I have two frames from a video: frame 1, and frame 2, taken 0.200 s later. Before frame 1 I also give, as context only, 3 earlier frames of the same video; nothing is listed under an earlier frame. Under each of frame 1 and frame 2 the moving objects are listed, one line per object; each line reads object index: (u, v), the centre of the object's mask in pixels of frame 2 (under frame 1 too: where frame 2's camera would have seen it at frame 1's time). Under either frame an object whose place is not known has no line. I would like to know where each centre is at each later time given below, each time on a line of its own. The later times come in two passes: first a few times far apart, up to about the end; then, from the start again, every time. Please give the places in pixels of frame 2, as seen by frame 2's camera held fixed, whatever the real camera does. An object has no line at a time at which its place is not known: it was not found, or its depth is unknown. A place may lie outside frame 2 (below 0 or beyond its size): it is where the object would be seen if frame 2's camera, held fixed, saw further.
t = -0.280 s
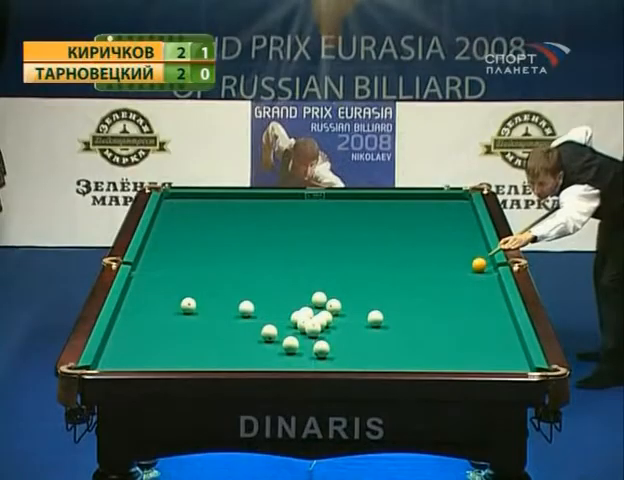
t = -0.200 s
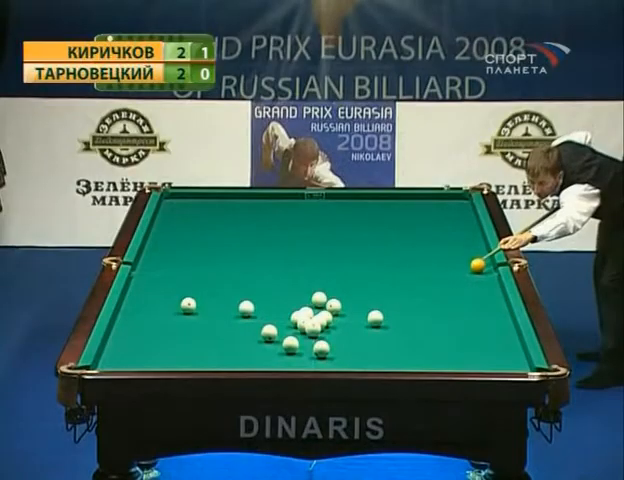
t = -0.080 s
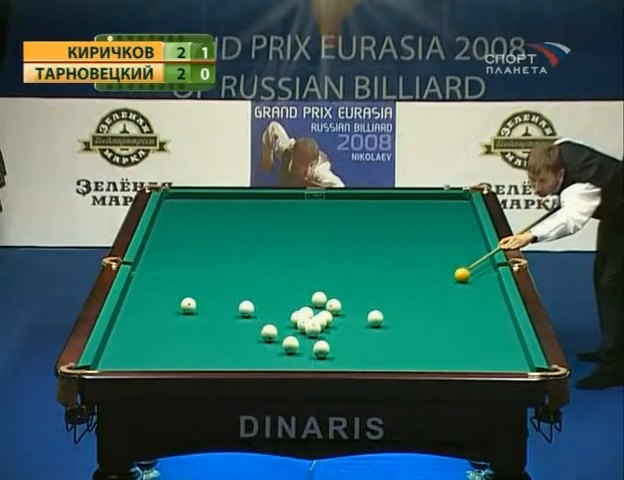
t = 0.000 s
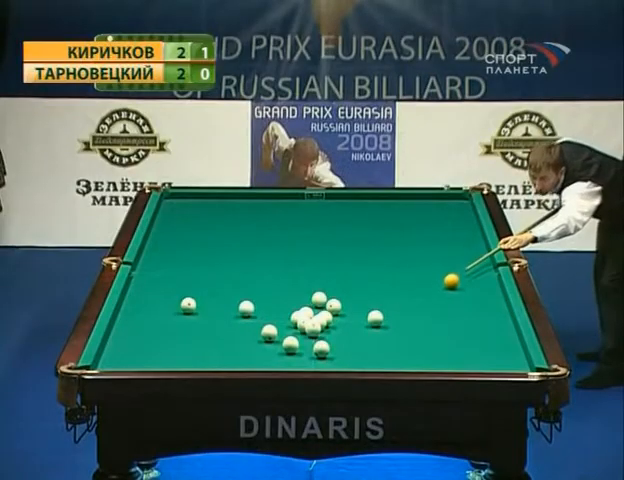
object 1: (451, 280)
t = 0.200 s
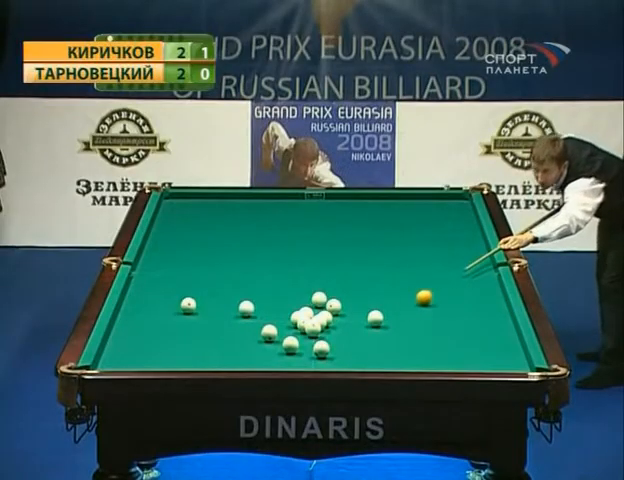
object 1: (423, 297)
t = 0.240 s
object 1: (418, 300)
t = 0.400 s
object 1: (395, 314)
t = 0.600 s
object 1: (395, 330)
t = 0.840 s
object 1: (398, 351)
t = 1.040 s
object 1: (400, 364)
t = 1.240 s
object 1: (402, 356)
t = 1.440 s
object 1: (403, 347)
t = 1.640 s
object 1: (404, 338)
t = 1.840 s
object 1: (405, 329)
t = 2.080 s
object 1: (406, 320)
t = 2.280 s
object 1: (407, 313)
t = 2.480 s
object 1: (408, 305)
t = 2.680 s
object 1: (409, 298)
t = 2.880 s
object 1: (410, 292)
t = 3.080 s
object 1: (411, 285)
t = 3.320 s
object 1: (412, 279)
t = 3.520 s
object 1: (413, 273)
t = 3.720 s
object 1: (414, 267)
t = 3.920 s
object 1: (415, 262)
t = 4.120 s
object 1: (416, 257)
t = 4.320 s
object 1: (417, 253)
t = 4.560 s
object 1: (417, 247)
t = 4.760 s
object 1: (418, 243)
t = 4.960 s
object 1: (419, 239)
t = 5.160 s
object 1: (420, 235)
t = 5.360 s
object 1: (420, 232)
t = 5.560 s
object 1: (421, 228)
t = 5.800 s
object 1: (421, 224)
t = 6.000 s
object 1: (422, 221)
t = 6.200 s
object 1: (422, 217)
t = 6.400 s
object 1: (423, 215)
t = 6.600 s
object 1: (423, 212)
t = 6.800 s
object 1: (423, 209)
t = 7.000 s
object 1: (423, 207)
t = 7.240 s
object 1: (424, 204)
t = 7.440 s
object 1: (424, 202)
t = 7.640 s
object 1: (424, 200)
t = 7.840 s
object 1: (424, 198)
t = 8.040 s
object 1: (425, 196)
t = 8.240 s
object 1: (425, 195)
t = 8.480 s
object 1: (425, 195)
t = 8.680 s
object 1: (426, 196)
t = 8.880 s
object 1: (426, 197)
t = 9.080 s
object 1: (426, 197)
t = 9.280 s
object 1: (427, 198)
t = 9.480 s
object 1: (427, 198)
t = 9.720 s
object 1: (428, 199)
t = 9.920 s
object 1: (428, 199)
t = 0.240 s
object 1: (418, 300)
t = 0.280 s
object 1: (412, 304)
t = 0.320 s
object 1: (406, 307)
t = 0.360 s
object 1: (400, 311)
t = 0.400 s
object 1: (395, 314)
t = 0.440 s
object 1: (390, 318)
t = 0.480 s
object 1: (392, 321)
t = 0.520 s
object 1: (394, 324)
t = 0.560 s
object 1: (395, 327)
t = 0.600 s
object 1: (395, 330)
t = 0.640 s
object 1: (396, 334)
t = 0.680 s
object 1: (396, 337)
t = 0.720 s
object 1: (397, 341)
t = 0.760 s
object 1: (397, 344)
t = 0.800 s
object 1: (398, 348)
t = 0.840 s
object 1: (398, 351)
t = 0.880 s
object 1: (399, 354)
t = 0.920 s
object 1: (399, 358)
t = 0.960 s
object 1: (400, 360)
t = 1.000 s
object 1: (400, 362)
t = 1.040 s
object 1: (400, 364)
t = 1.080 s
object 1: (401, 362)
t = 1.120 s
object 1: (401, 361)
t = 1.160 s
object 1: (401, 360)
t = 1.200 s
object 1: (402, 358)
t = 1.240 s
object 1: (402, 356)
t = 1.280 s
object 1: (402, 354)
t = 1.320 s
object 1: (402, 352)
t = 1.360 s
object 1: (402, 350)
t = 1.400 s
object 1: (403, 349)
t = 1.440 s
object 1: (403, 347)
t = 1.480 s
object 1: (403, 345)
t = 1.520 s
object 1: (403, 343)
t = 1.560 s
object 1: (404, 341)
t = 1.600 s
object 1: (404, 340)
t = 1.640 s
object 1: (404, 338)
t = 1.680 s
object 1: (404, 336)
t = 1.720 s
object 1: (404, 335)
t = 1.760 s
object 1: (405, 333)
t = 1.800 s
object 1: (405, 331)
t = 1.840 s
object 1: (405, 329)
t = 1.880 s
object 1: (405, 328)
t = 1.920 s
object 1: (405, 326)
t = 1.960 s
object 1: (406, 325)
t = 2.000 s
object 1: (406, 323)
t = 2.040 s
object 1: (406, 322)
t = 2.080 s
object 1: (406, 320)
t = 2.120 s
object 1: (406, 318)
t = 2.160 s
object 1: (407, 317)
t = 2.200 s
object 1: (407, 315)
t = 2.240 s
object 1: (407, 314)
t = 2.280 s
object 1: (407, 313)
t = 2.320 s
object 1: (407, 311)
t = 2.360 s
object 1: (407, 310)
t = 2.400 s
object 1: (408, 308)
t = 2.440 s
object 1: (408, 307)
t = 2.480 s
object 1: (408, 305)
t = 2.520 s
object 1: (408, 304)
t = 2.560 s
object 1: (408, 302)
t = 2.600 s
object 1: (408, 301)
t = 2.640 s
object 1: (409, 299)
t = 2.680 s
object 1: (409, 298)
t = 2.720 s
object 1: (409, 297)
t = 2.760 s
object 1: (409, 296)
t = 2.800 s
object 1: (410, 294)
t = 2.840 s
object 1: (410, 293)
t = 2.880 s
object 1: (410, 292)
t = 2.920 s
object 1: (410, 291)
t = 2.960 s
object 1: (410, 289)
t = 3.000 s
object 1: (410, 288)
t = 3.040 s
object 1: (411, 287)
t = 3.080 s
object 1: (411, 285)
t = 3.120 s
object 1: (411, 284)
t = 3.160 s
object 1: (411, 283)
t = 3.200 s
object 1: (411, 282)
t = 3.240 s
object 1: (412, 281)
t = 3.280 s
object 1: (412, 280)
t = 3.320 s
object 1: (412, 279)
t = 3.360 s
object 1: (412, 277)
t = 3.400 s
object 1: (413, 276)
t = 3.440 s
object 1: (413, 275)
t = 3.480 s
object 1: (413, 274)
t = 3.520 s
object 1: (413, 273)
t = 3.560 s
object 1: (413, 272)
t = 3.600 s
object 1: (414, 271)
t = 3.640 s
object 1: (414, 269)
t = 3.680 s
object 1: (414, 269)
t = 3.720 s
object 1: (414, 267)
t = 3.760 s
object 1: (414, 266)
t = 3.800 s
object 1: (415, 265)
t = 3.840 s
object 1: (415, 264)
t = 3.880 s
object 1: (415, 263)
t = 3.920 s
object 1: (415, 262)
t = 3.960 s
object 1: (415, 261)
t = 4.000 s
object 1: (415, 261)
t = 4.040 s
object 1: (415, 259)
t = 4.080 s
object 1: (415, 258)
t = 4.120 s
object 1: (416, 257)
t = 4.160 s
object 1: (416, 256)
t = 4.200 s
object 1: (416, 255)
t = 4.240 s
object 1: (416, 255)
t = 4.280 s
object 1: (416, 254)
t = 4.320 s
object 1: (417, 253)
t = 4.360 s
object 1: (417, 252)
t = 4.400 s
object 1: (417, 251)
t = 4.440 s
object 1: (417, 250)
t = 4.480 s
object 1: (417, 249)
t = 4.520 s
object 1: (417, 248)
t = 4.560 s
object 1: (417, 247)
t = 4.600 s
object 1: (418, 246)
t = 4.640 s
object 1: (418, 245)
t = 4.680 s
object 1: (418, 245)
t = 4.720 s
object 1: (418, 244)
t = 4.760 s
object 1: (418, 243)
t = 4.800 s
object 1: (418, 242)
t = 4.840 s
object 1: (418, 242)
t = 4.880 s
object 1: (419, 241)
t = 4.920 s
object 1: (419, 240)
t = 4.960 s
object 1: (419, 239)
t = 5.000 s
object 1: (419, 238)
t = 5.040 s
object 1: (419, 238)
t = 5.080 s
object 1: (419, 237)
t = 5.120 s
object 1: (419, 236)
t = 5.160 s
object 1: (420, 235)
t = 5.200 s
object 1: (420, 234)
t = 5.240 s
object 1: (420, 234)
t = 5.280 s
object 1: (420, 233)
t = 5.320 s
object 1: (420, 232)
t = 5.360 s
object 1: (420, 232)
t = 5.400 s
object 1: (420, 231)
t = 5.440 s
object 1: (421, 230)
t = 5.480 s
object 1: (421, 229)
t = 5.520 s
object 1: (421, 229)
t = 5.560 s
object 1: (421, 228)
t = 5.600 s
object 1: (421, 227)
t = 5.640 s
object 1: (421, 226)
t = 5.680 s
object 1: (421, 226)
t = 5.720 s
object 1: (421, 225)
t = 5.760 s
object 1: (422, 224)
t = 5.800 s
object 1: (421, 224)
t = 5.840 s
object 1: (422, 223)
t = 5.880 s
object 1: (422, 223)
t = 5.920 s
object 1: (422, 222)
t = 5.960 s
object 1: (422, 221)
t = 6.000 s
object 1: (422, 221)
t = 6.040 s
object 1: (422, 220)
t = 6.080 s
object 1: (422, 219)
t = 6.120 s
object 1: (422, 219)
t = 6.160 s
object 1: (422, 218)
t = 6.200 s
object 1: (422, 217)
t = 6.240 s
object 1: (422, 217)
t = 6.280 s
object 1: (422, 216)
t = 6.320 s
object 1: (423, 216)
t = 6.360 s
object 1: (422, 215)
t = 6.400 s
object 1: (423, 215)
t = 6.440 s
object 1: (422, 214)
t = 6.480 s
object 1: (423, 214)
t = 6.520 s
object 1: (423, 213)
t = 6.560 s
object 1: (423, 212)
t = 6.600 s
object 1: (423, 212)
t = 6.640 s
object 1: (423, 211)
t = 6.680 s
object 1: (423, 211)
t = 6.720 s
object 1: (423, 210)
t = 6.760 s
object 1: (423, 210)
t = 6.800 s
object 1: (423, 209)
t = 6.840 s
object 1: (423, 209)
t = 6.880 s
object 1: (423, 208)
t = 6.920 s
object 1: (423, 208)
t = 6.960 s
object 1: (423, 207)
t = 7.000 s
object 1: (423, 207)
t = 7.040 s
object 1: (423, 206)
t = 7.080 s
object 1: (423, 206)
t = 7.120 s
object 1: (423, 206)
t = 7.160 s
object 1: (423, 205)
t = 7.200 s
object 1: (424, 204)
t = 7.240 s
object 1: (424, 204)
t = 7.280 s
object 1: (424, 204)
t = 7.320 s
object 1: (424, 203)
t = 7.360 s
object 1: (424, 203)
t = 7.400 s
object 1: (424, 202)
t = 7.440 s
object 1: (424, 202)
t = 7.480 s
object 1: (424, 202)
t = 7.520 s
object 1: (424, 201)
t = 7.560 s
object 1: (424, 201)
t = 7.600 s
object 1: (424, 200)
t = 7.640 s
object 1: (424, 200)
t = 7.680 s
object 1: (424, 199)
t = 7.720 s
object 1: (424, 199)
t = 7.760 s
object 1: (424, 198)
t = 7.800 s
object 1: (424, 198)
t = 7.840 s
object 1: (424, 198)
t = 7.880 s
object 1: (424, 198)
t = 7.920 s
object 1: (425, 197)
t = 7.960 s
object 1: (425, 197)
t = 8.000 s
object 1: (424, 196)
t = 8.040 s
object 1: (425, 196)
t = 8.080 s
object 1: (425, 195)
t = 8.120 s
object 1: (424, 195)
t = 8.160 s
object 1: (425, 195)
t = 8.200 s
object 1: (424, 195)
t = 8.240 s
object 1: (425, 195)
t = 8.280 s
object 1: (425, 194)
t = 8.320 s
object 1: (425, 194)
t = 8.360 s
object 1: (425, 195)
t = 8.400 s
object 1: (425, 195)
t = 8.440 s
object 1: (425, 195)
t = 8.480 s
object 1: (425, 195)
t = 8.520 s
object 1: (426, 196)
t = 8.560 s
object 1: (426, 196)
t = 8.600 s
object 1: (426, 196)
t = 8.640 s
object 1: (426, 196)
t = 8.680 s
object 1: (426, 196)
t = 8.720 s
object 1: (426, 196)
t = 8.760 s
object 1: (426, 196)
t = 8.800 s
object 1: (426, 197)
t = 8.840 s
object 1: (426, 197)
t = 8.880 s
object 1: (426, 197)
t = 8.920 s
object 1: (426, 197)
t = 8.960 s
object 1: (426, 197)
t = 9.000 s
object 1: (426, 197)
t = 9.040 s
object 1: (426, 197)
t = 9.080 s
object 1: (426, 197)
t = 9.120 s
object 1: (427, 197)
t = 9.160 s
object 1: (426, 198)
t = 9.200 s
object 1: (427, 198)
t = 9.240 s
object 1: (427, 198)
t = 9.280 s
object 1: (427, 198)
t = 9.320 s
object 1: (427, 198)
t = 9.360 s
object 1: (427, 198)
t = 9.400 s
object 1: (427, 198)
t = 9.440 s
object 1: (427, 198)
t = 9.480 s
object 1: (427, 198)
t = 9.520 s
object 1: (428, 199)
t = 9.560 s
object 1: (428, 199)
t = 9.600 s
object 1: (428, 199)
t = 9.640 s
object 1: (428, 199)
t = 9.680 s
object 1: (428, 199)
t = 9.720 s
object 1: (428, 199)
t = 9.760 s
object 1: (428, 199)
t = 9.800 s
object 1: (428, 199)
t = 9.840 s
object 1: (428, 199)
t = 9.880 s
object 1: (428, 199)
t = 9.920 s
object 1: (428, 199)
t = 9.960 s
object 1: (428, 199)
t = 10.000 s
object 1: (428, 199)
